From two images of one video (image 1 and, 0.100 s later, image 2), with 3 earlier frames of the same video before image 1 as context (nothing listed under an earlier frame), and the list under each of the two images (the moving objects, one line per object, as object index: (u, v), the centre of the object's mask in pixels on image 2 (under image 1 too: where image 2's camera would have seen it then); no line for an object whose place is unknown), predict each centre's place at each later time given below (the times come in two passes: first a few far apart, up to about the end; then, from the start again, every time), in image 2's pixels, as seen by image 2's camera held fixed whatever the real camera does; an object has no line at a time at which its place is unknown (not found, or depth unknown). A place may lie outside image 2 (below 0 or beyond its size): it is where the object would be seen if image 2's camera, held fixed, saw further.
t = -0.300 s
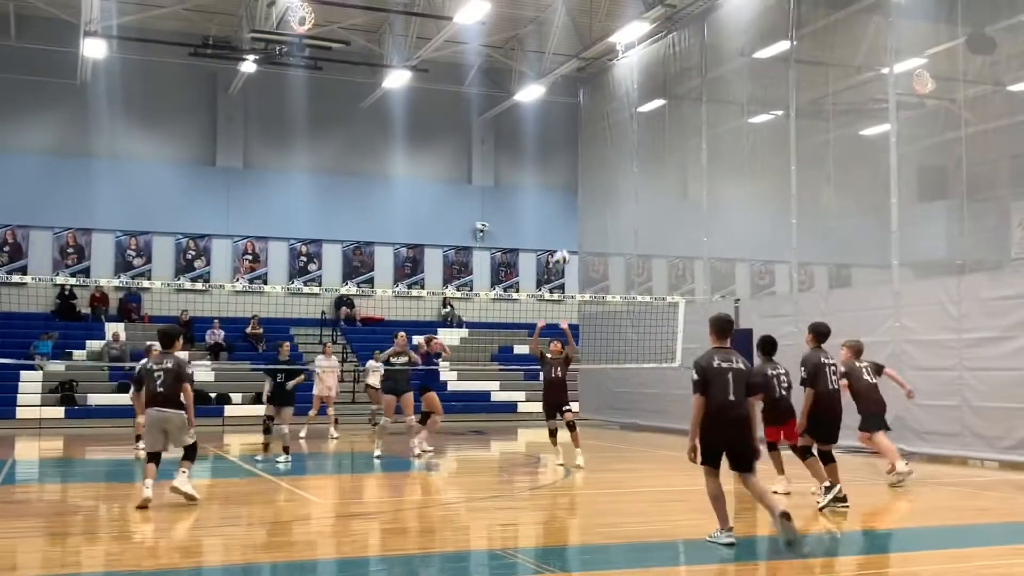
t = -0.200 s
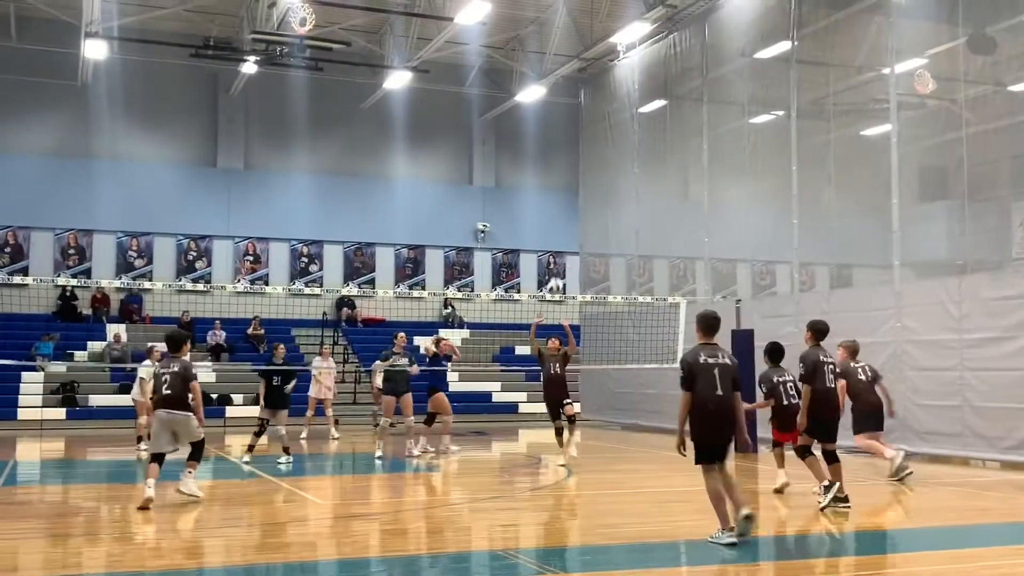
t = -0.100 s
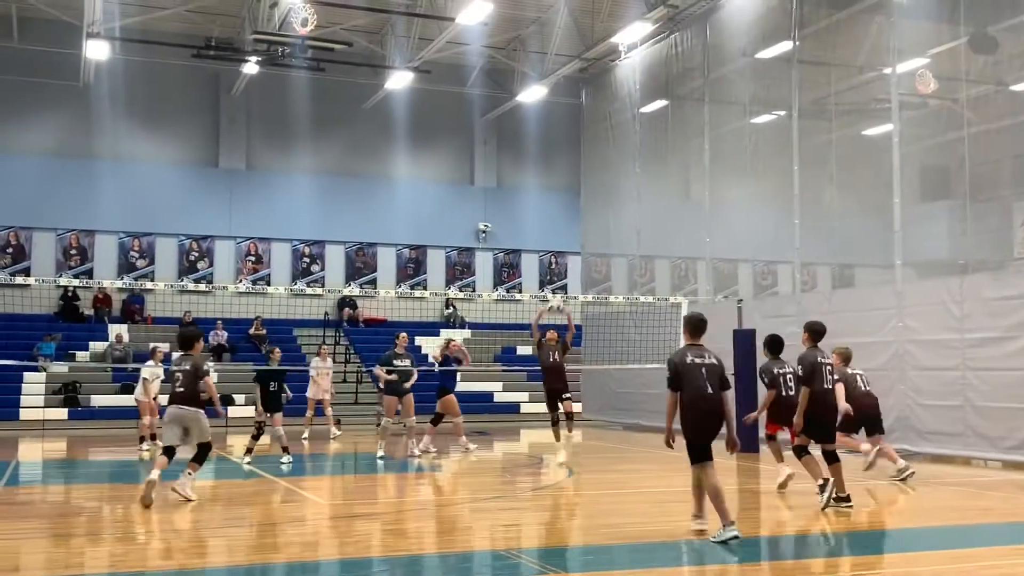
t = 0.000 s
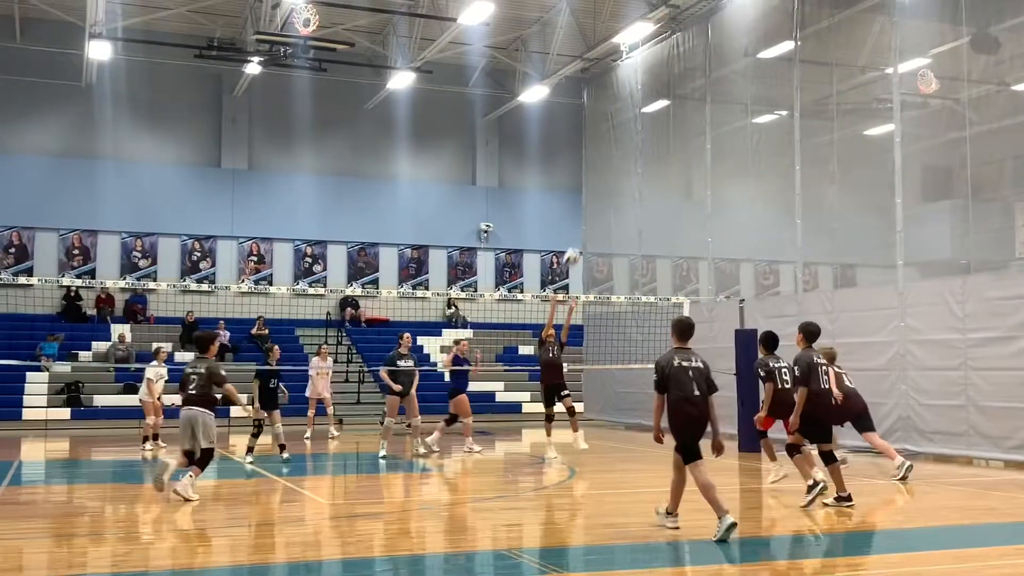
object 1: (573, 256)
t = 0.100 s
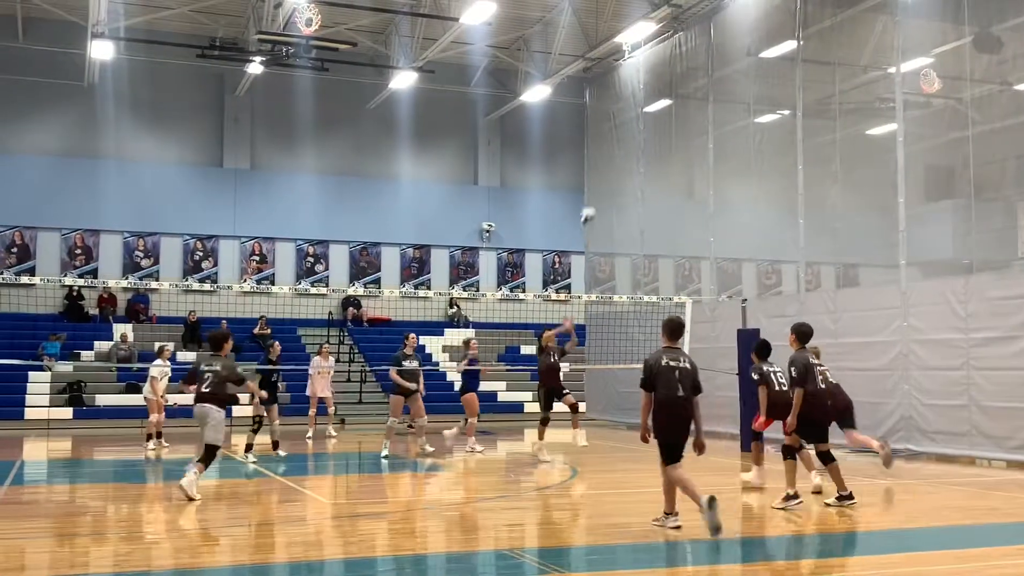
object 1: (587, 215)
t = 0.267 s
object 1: (611, 166)
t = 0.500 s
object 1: (641, 133)
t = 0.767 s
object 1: (674, 144)
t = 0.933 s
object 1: (695, 175)
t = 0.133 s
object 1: (592, 203)
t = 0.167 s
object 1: (596, 193)
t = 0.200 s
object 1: (601, 183)
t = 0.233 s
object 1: (606, 174)
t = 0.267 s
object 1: (611, 166)
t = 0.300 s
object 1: (615, 159)
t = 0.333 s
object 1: (619, 152)
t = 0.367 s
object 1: (624, 147)
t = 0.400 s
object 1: (629, 142)
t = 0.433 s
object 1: (633, 138)
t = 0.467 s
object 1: (637, 135)
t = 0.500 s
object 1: (641, 133)
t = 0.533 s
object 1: (645, 131)
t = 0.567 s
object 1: (649, 131)
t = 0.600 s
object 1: (654, 131)
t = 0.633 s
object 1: (658, 132)
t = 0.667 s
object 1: (662, 134)
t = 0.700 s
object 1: (666, 137)
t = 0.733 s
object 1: (670, 140)
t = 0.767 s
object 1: (674, 144)
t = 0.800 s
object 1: (679, 149)
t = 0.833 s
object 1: (683, 154)
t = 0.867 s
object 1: (687, 161)
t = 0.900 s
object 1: (691, 168)
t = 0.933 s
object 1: (695, 175)
